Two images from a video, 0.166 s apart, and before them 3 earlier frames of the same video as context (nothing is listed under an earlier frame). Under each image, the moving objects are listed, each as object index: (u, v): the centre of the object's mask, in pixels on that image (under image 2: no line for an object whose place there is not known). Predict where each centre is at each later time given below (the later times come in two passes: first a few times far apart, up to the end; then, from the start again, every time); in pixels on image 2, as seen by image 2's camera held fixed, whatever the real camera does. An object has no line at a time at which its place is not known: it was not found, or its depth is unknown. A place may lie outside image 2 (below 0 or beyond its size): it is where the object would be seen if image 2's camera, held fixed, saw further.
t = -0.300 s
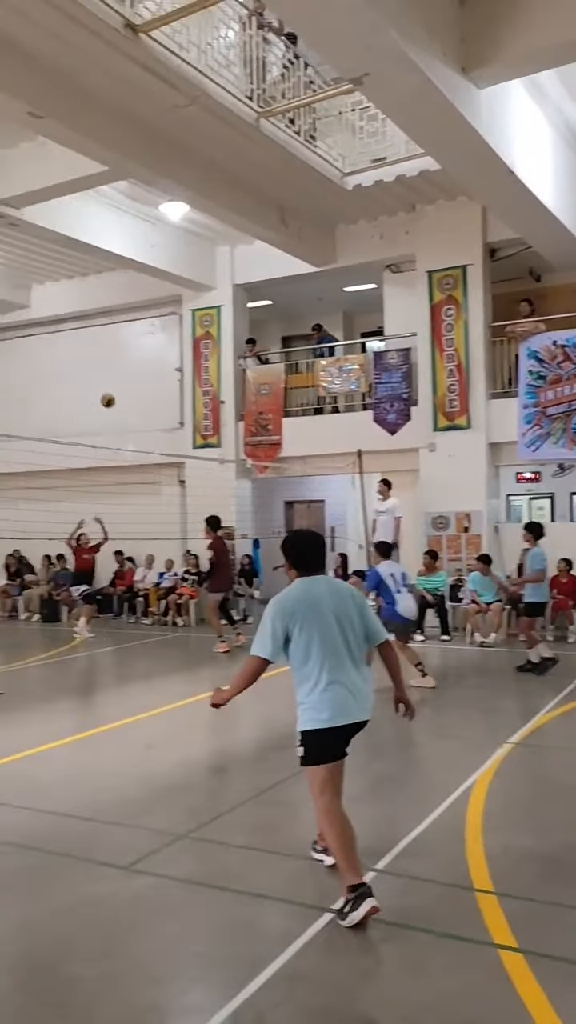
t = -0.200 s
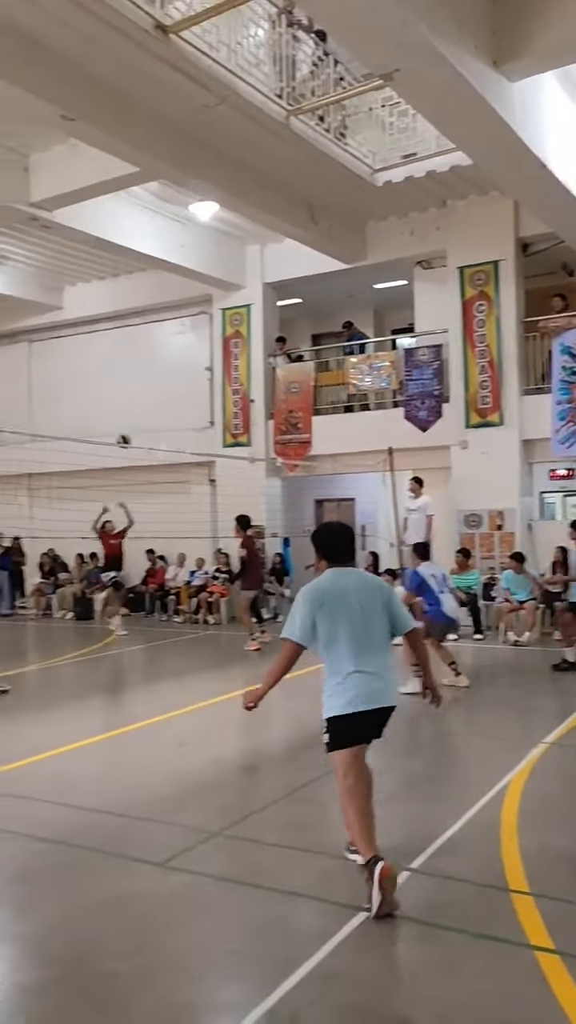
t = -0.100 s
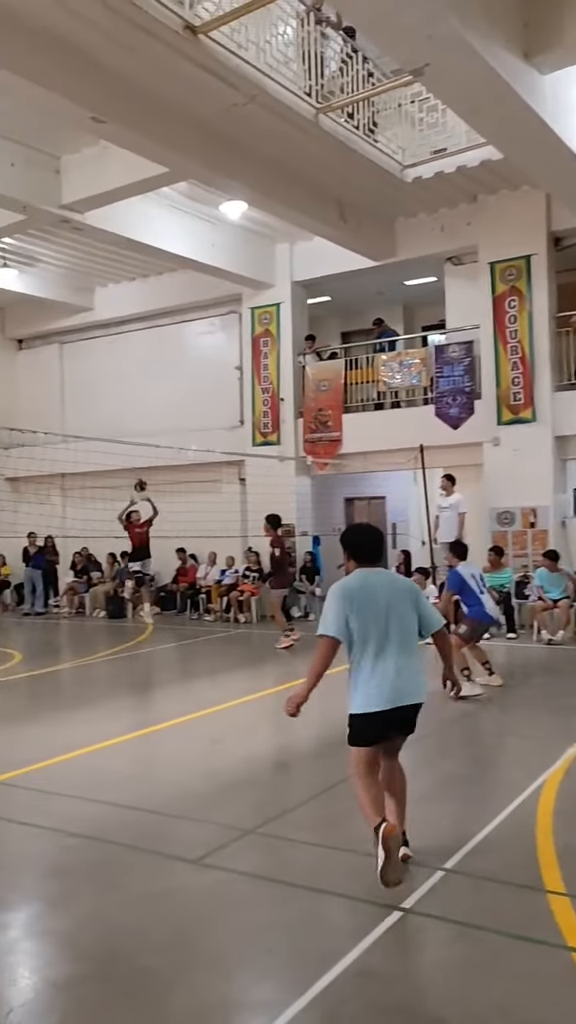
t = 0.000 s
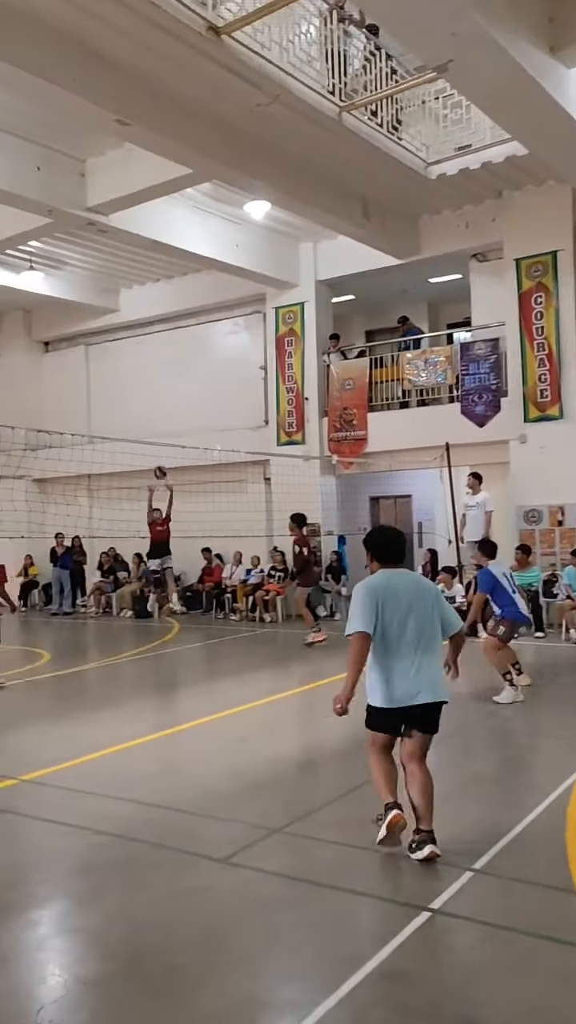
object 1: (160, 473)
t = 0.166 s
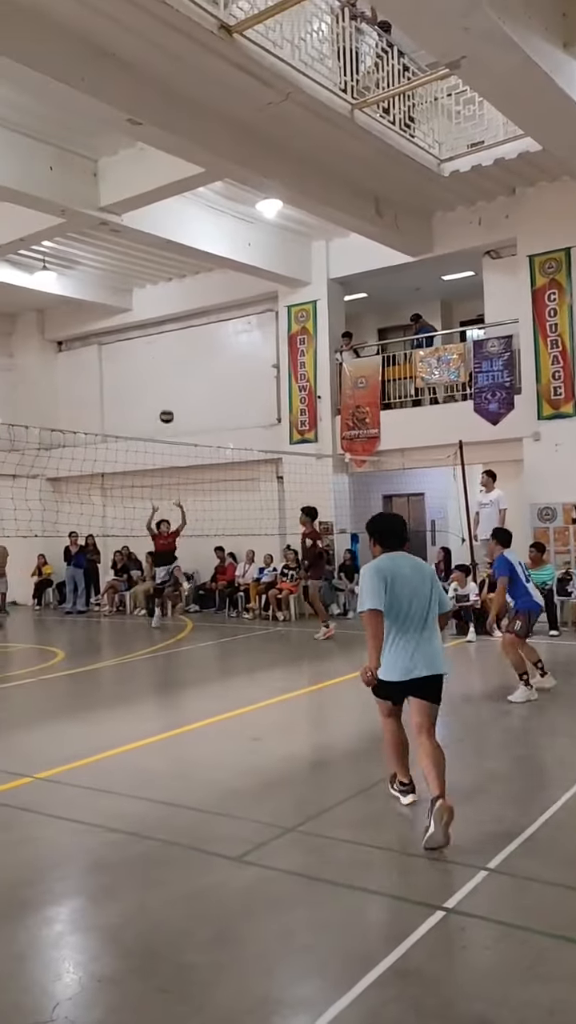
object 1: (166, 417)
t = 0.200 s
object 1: (165, 408)
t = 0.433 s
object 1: (157, 364)
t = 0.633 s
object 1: (151, 356)
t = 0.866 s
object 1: (145, 384)
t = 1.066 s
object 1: (141, 445)
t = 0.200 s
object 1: (165, 408)
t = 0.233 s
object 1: (164, 399)
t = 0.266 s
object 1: (163, 392)
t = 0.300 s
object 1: (161, 385)
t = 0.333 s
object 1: (160, 378)
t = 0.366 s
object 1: (159, 373)
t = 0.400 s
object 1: (158, 368)
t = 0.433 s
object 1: (157, 364)
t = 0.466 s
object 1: (156, 361)
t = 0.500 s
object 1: (155, 358)
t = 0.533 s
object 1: (154, 356)
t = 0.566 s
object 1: (153, 355)
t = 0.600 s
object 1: (152, 355)
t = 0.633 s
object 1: (151, 356)
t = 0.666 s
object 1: (150, 357)
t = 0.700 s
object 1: (149, 359)
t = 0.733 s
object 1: (148, 363)
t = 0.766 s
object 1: (147, 367)
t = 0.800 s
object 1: (147, 372)
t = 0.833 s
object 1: (146, 378)
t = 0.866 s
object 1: (145, 384)
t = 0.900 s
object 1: (144, 392)
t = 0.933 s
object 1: (143, 400)
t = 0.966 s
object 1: (143, 410)
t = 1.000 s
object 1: (142, 420)
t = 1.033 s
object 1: (142, 431)
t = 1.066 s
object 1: (141, 445)
